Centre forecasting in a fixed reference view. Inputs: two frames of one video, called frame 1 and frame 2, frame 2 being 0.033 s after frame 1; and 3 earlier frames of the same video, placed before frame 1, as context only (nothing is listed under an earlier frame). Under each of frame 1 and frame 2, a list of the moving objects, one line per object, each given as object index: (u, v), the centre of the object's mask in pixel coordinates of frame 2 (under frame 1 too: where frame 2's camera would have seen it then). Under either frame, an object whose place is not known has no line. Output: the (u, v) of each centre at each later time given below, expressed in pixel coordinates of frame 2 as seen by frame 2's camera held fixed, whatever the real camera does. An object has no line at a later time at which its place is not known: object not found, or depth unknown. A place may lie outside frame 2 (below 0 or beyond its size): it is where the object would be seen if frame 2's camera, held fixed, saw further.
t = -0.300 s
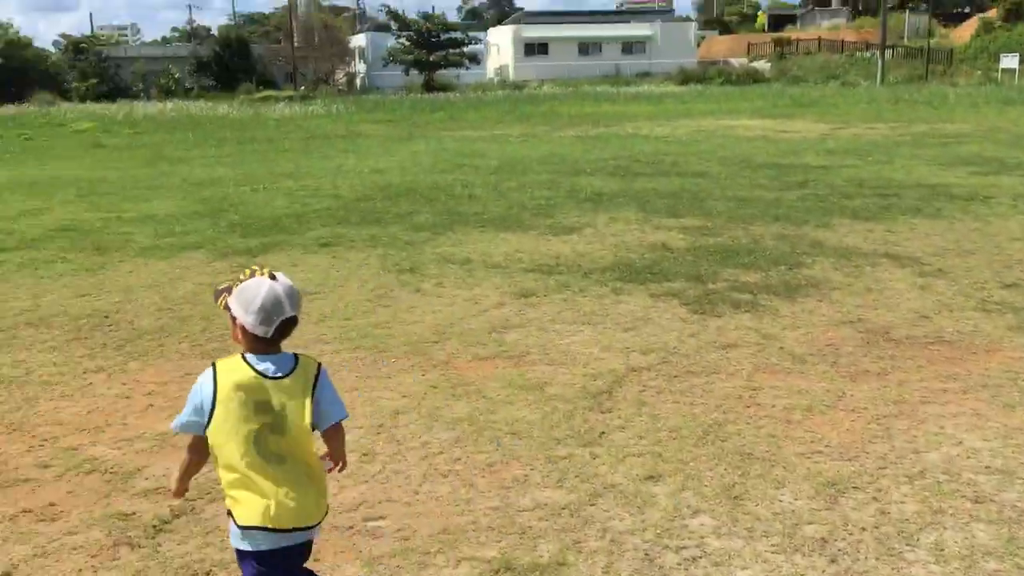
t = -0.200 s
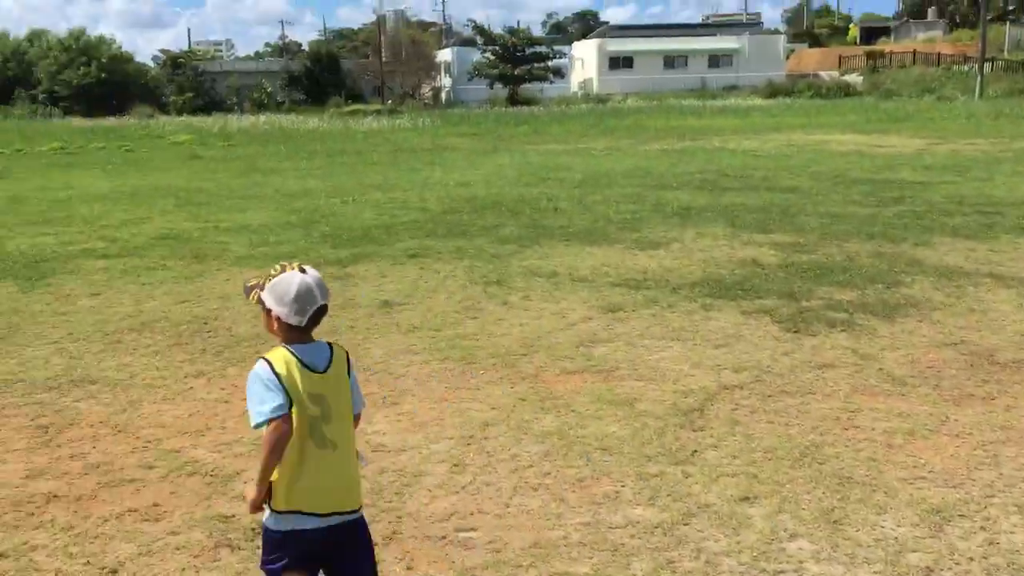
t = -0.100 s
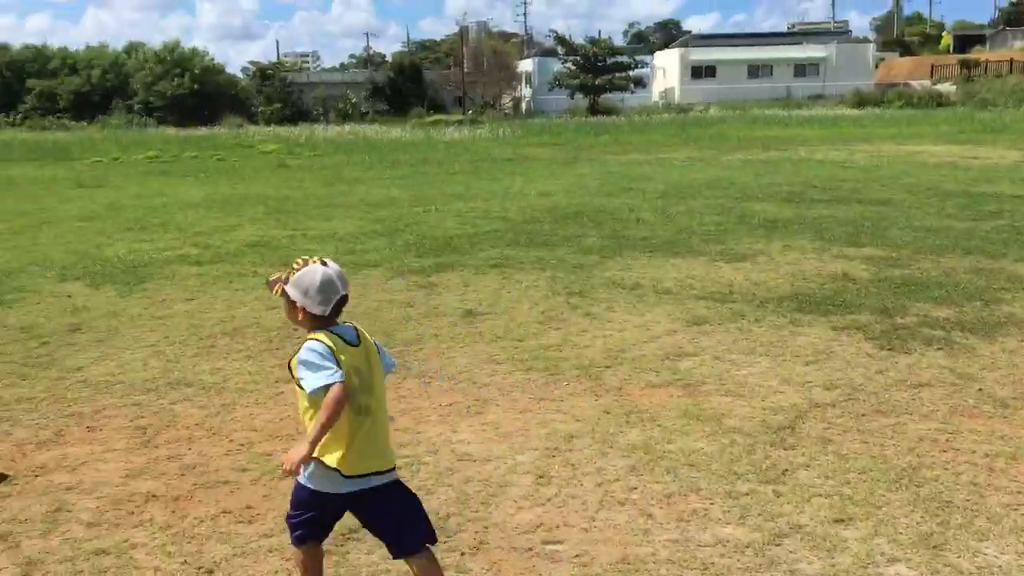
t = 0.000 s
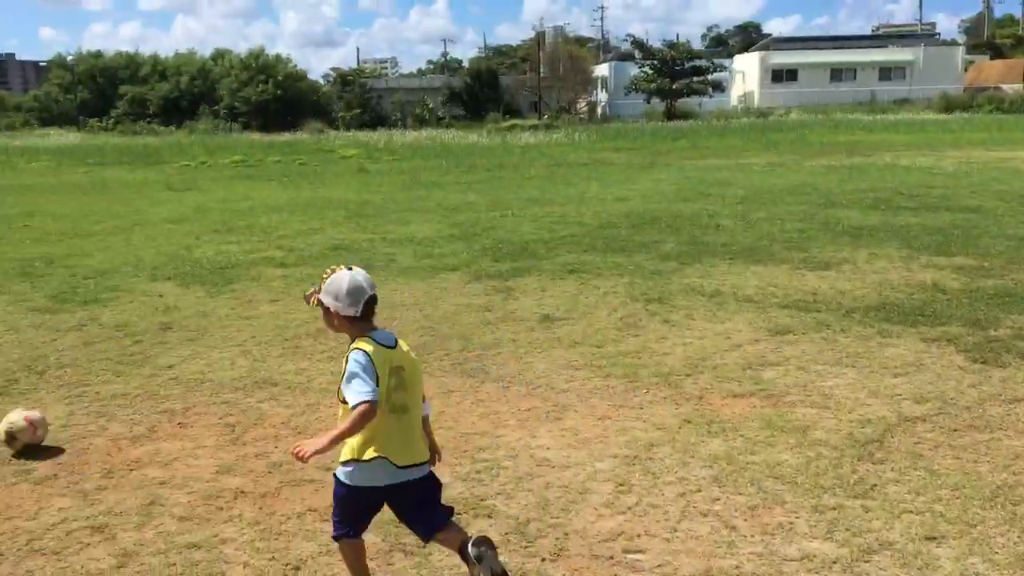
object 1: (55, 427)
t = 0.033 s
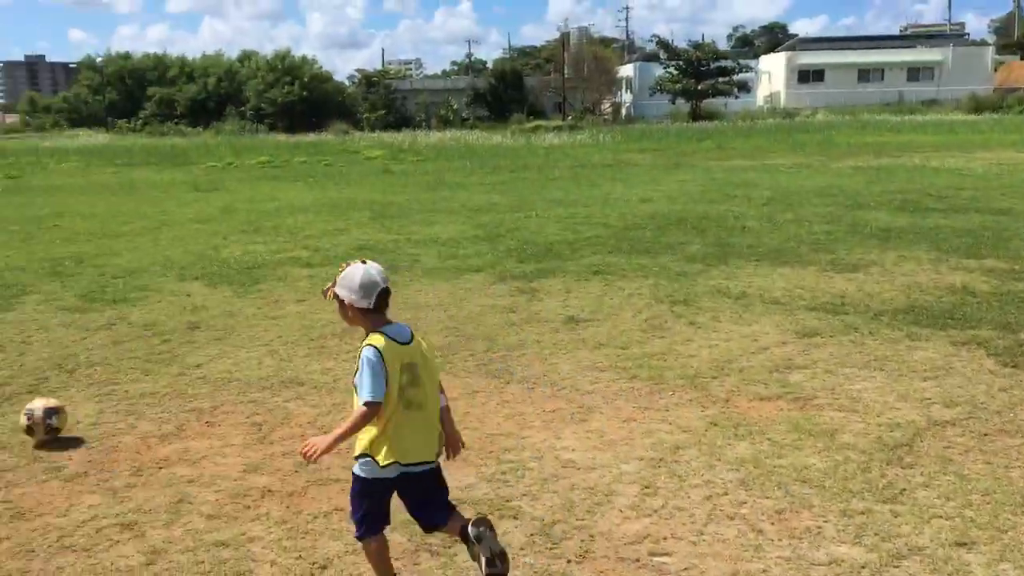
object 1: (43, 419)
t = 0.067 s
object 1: (33, 414)
